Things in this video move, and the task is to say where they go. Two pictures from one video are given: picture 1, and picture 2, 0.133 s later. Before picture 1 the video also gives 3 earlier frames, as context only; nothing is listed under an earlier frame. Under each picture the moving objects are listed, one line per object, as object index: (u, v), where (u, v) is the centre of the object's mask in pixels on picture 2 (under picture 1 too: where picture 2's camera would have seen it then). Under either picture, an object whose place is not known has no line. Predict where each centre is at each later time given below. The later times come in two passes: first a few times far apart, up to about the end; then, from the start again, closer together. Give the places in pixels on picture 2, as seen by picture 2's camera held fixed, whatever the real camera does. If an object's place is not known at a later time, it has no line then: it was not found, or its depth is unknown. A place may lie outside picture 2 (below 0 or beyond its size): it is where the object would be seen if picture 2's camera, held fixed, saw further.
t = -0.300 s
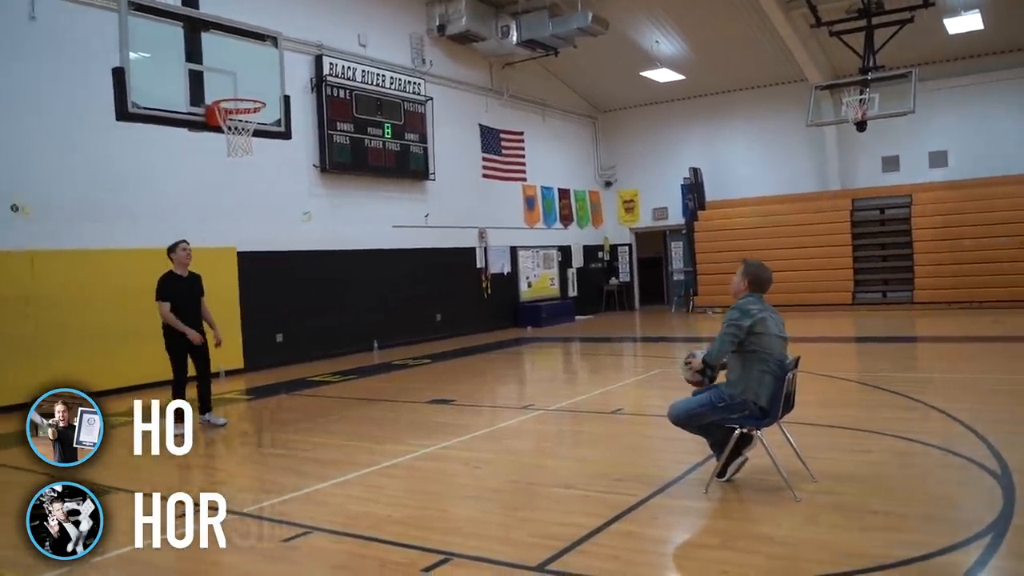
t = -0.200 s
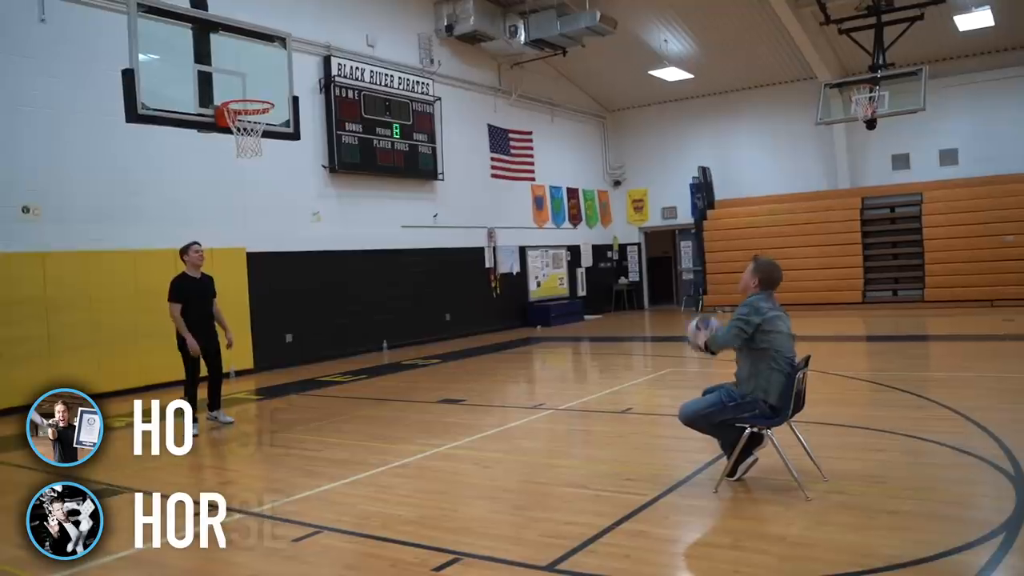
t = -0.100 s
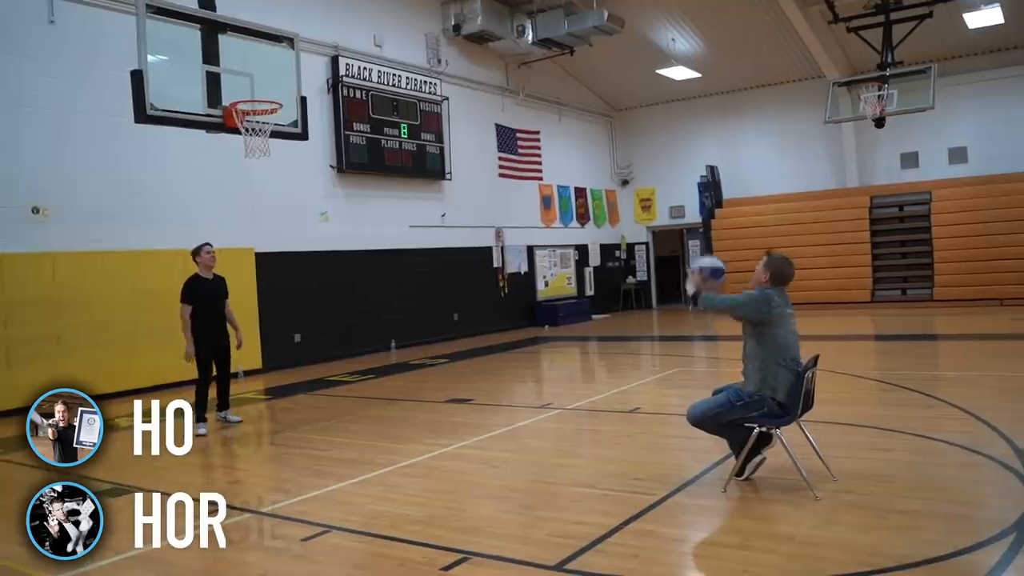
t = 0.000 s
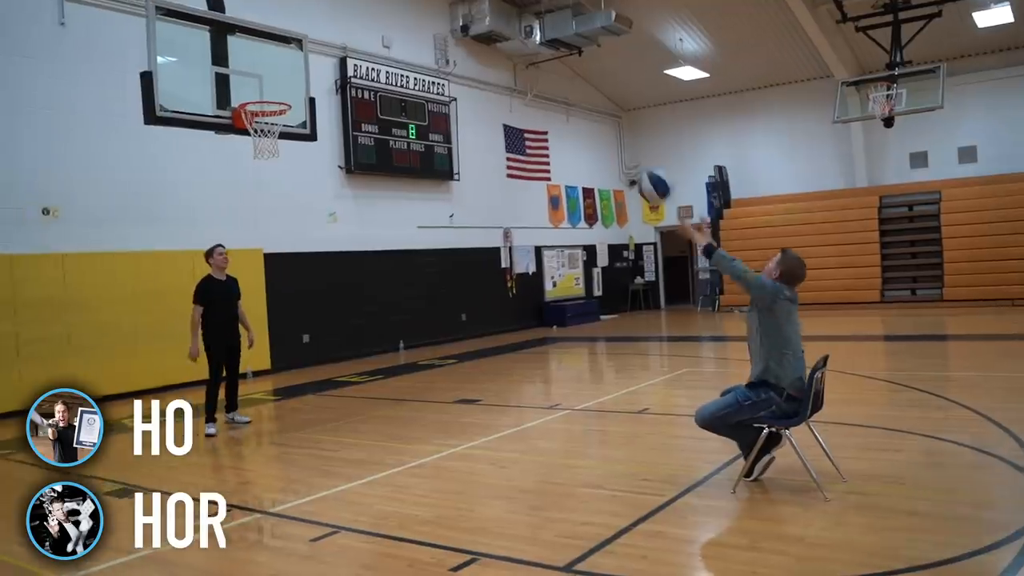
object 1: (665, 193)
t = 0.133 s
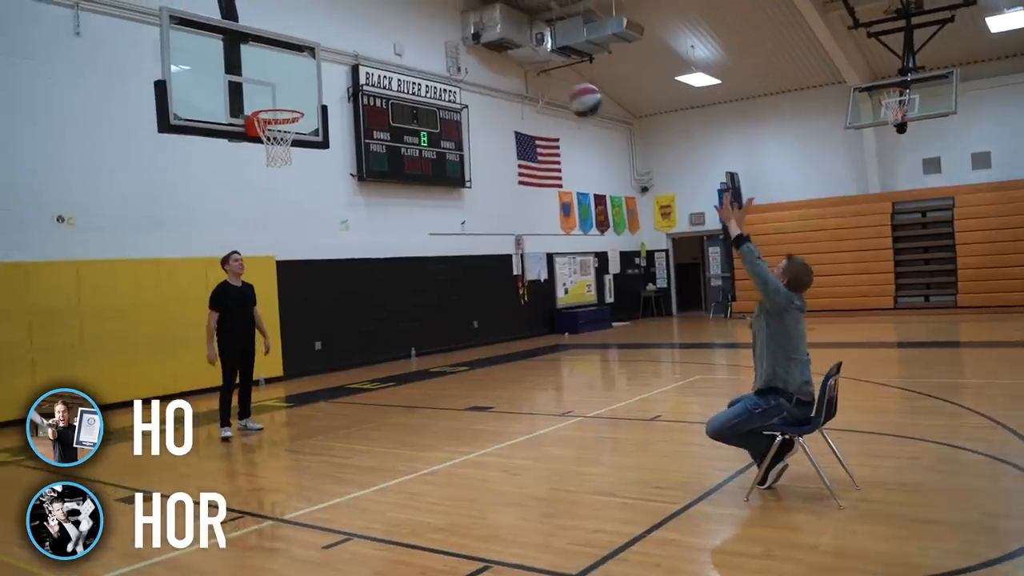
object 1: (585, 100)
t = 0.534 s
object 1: (401, 14)
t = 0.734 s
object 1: (334, 46)
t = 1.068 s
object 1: (266, 107)
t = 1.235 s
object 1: (283, 84)
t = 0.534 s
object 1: (401, 14)
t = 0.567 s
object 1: (389, 16)
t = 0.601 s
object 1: (377, 19)
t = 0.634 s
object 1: (366, 24)
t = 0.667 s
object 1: (355, 31)
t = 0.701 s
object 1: (344, 38)
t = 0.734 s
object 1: (334, 46)
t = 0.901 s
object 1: (287, 100)
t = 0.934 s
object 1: (282, 99)
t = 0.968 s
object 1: (277, 100)
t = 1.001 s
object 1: (273, 102)
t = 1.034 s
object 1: (269, 105)
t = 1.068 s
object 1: (266, 107)
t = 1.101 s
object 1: (268, 101)
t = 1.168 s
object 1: (276, 91)
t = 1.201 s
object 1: (280, 87)
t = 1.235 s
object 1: (283, 84)
